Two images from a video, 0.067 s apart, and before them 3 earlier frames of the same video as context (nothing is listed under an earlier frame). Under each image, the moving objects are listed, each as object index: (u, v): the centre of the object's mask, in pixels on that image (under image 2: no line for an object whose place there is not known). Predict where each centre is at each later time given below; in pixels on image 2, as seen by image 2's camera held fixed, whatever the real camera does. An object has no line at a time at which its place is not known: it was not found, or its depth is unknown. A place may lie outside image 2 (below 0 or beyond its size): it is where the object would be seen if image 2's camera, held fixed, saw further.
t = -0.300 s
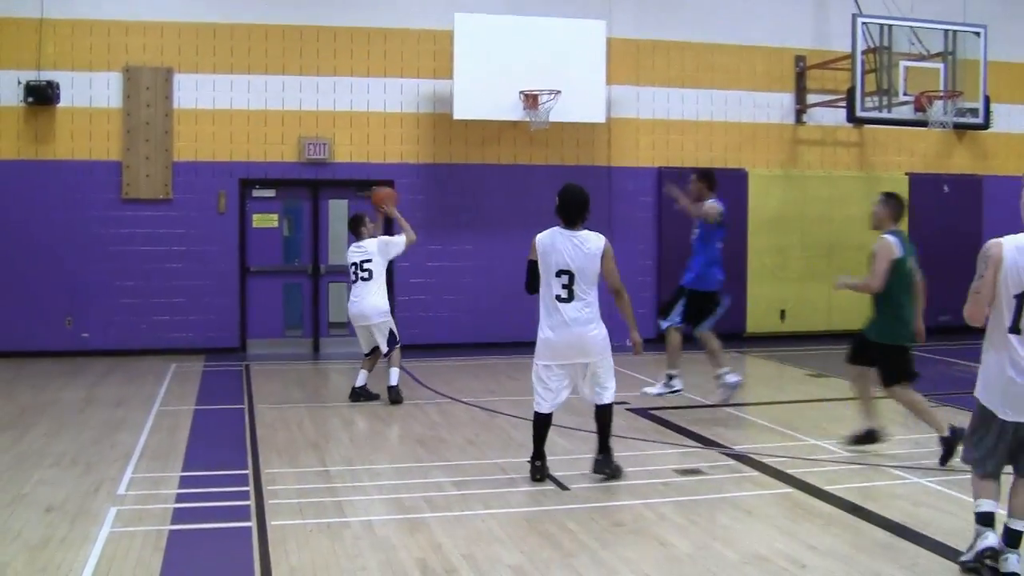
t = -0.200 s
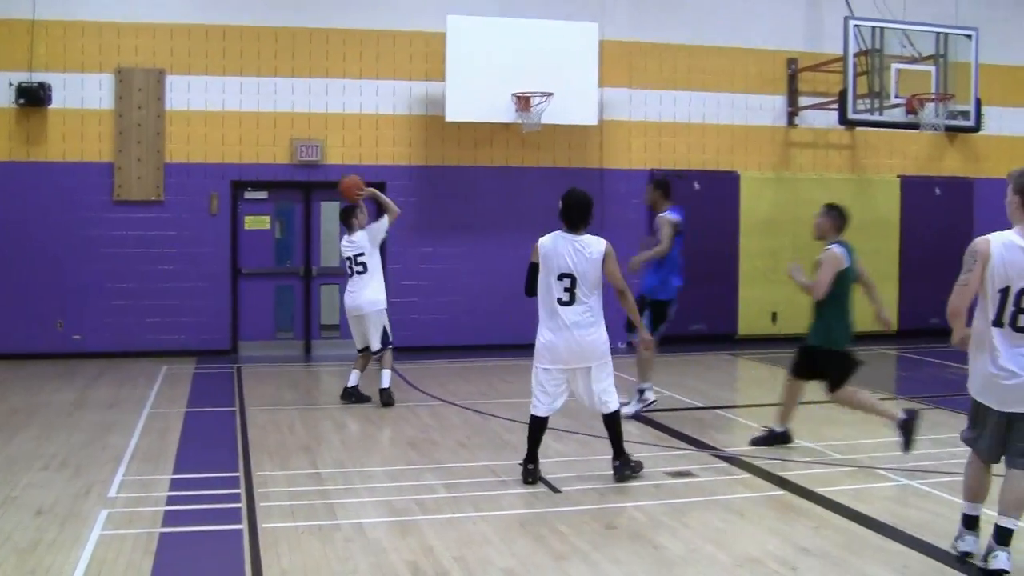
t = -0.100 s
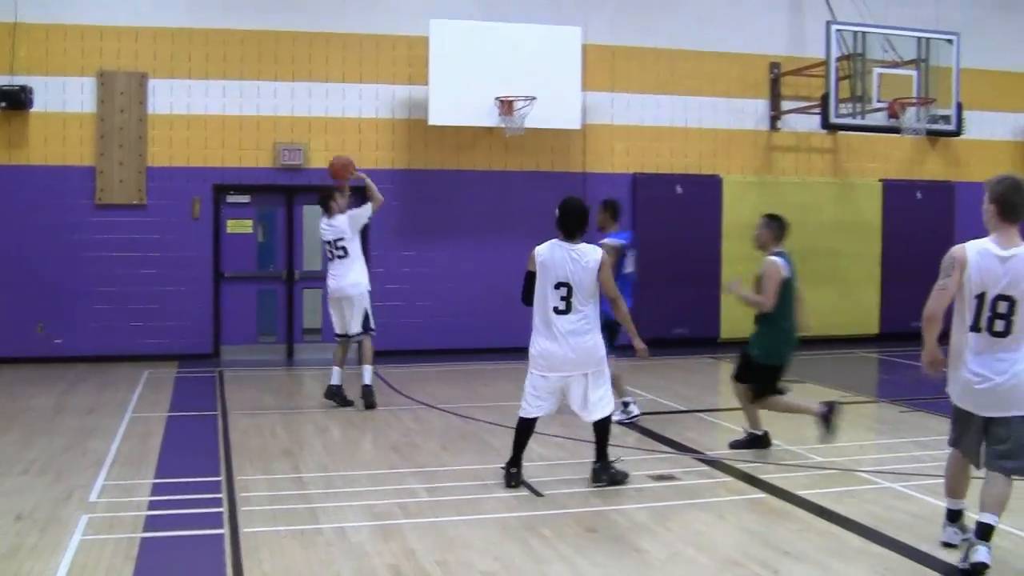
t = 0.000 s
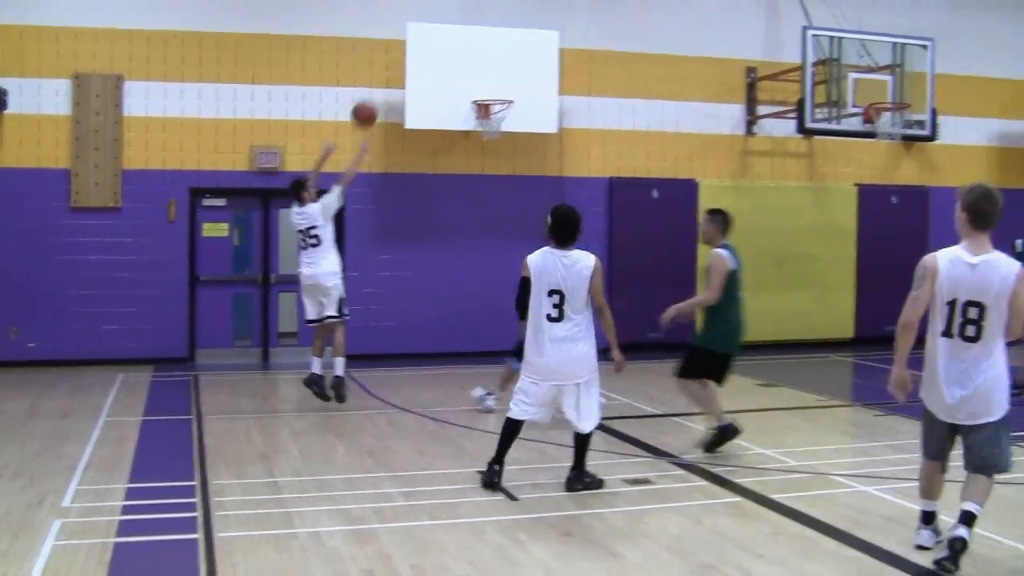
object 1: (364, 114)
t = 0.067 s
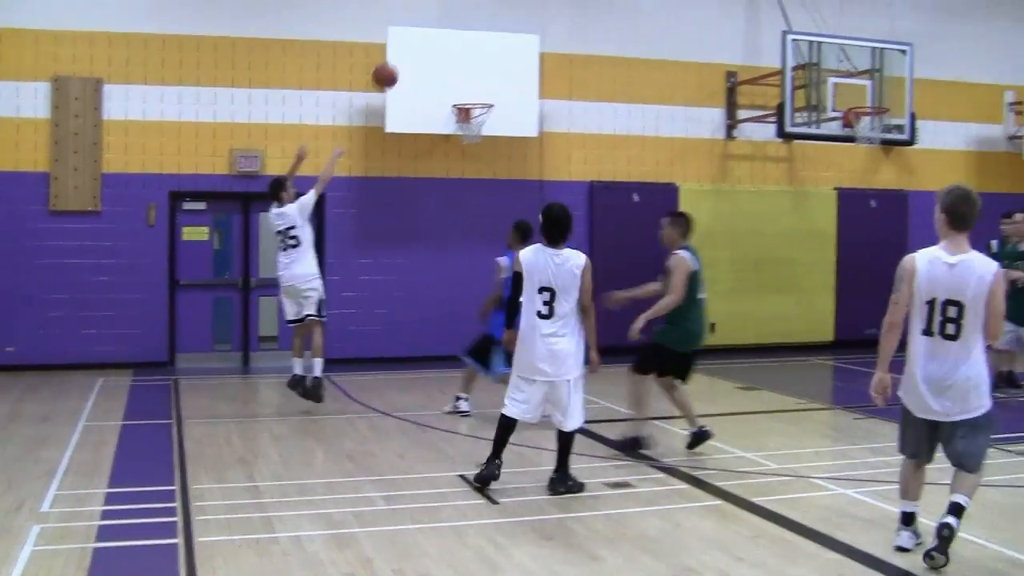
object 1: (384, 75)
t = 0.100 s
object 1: (405, 58)
